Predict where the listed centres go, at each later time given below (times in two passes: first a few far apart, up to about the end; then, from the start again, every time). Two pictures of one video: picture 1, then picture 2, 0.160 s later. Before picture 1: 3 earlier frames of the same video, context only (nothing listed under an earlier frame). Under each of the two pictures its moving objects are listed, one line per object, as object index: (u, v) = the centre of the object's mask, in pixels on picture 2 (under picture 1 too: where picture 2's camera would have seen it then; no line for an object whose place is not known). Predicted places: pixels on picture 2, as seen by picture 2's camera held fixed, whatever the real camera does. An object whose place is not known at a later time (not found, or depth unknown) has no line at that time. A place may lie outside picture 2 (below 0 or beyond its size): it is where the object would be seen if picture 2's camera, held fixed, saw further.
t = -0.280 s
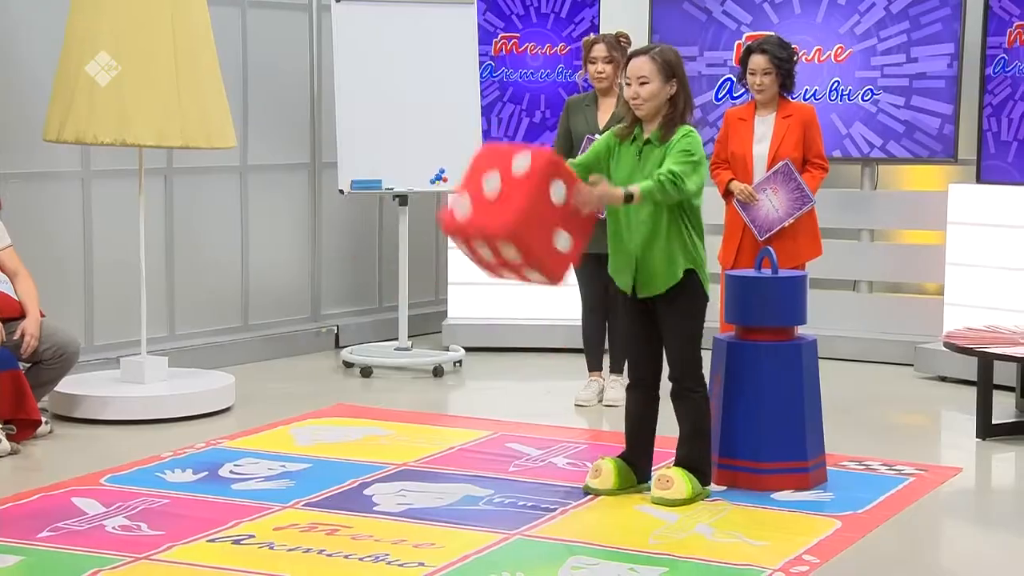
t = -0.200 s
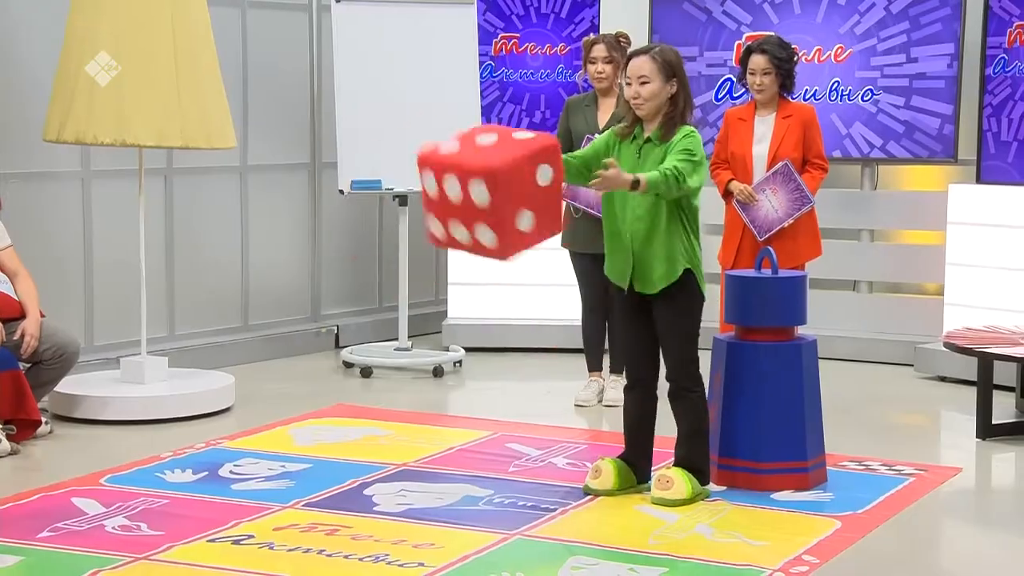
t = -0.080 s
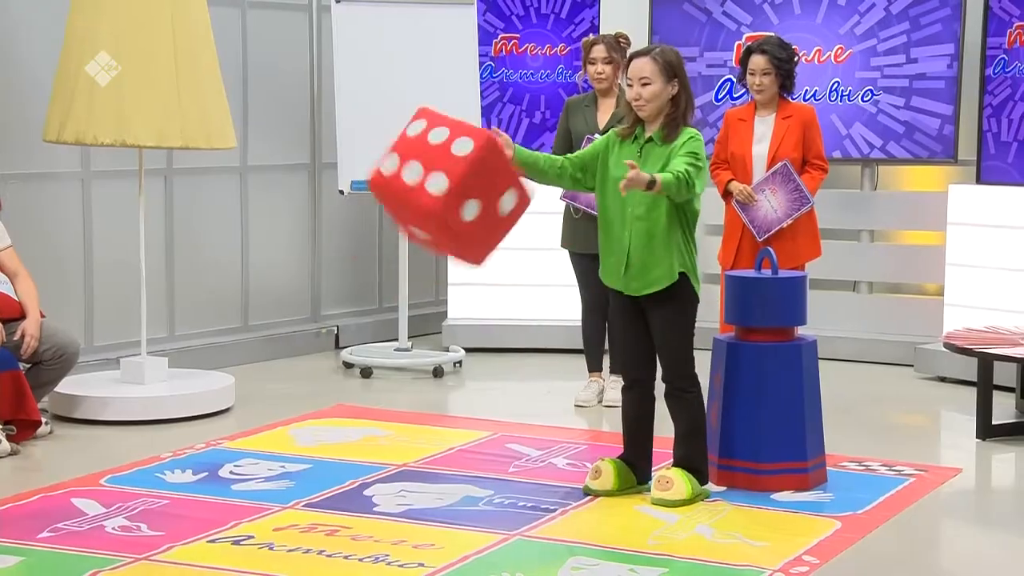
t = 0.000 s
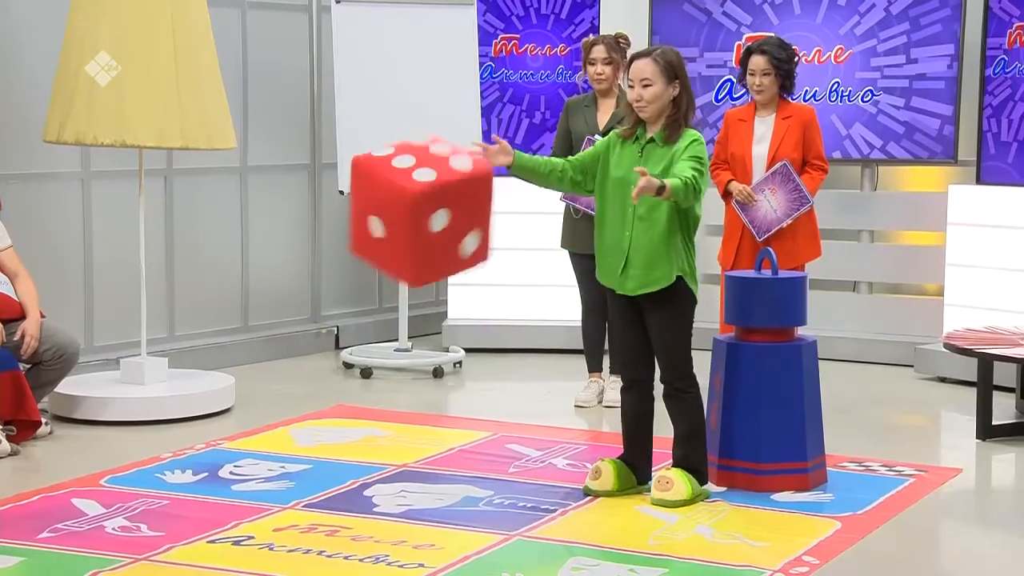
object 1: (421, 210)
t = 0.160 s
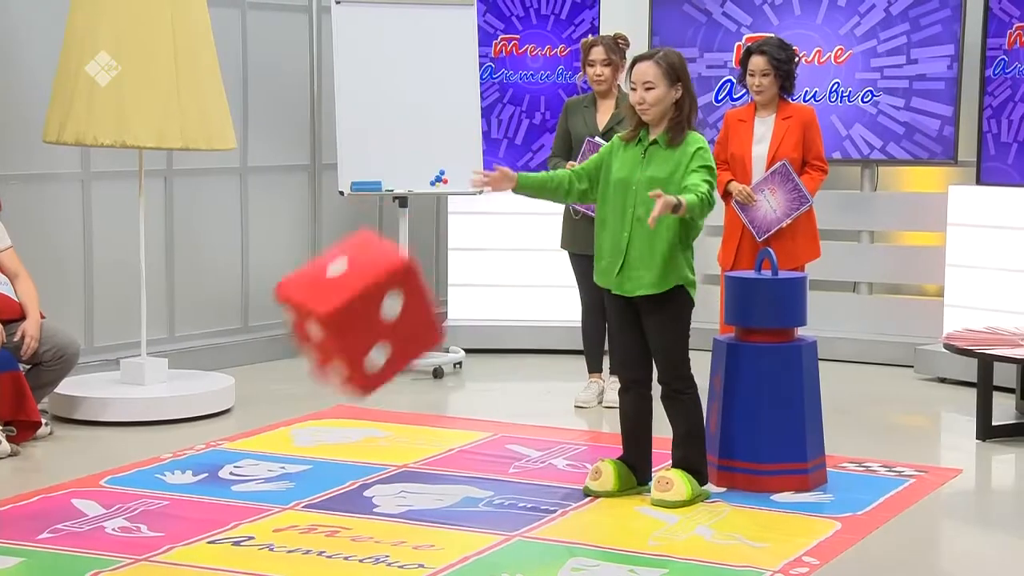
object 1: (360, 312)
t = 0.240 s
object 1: (329, 391)
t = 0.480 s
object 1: (267, 475)
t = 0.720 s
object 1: (231, 492)
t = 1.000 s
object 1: (159, 520)
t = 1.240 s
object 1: (112, 531)
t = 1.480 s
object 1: (55, 540)
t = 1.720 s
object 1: (38, 542)
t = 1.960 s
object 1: (68, 547)
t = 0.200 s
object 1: (344, 349)
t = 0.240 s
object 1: (329, 391)
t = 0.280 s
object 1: (316, 437)
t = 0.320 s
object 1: (298, 496)
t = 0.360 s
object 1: (283, 521)
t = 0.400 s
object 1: (277, 510)
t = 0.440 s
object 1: (273, 490)
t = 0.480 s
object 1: (267, 475)
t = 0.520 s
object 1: (262, 464)
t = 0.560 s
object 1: (255, 459)
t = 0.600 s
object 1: (248, 461)
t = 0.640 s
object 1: (242, 468)
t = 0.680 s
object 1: (236, 479)
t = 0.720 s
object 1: (231, 492)
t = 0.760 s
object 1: (224, 508)
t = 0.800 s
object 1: (213, 526)
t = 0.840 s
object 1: (202, 529)
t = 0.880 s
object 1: (186, 531)
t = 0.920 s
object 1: (178, 524)
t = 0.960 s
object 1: (169, 520)
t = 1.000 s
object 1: (159, 520)
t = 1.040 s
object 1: (149, 522)
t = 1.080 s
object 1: (140, 525)
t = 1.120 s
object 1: (133, 525)
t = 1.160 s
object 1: (126, 525)
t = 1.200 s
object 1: (118, 527)
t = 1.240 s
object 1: (112, 531)
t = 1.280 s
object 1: (104, 535)
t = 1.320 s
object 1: (98, 537)
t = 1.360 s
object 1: (91, 539)
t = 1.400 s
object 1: (79, 540)
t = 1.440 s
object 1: (67, 540)
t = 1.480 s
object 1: (55, 540)
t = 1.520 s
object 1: (47, 541)
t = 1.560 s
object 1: (45, 541)
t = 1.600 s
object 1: (41, 542)
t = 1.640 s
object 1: (39, 542)
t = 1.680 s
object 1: (38, 542)
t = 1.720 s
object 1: (38, 542)
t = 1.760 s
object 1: (38, 543)
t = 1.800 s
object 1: (40, 543)
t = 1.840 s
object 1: (44, 543)
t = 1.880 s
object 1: (50, 543)
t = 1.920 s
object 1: (58, 544)
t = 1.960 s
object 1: (68, 547)
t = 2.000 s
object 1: (78, 546)
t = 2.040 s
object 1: (82, 545)
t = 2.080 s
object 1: (85, 545)
